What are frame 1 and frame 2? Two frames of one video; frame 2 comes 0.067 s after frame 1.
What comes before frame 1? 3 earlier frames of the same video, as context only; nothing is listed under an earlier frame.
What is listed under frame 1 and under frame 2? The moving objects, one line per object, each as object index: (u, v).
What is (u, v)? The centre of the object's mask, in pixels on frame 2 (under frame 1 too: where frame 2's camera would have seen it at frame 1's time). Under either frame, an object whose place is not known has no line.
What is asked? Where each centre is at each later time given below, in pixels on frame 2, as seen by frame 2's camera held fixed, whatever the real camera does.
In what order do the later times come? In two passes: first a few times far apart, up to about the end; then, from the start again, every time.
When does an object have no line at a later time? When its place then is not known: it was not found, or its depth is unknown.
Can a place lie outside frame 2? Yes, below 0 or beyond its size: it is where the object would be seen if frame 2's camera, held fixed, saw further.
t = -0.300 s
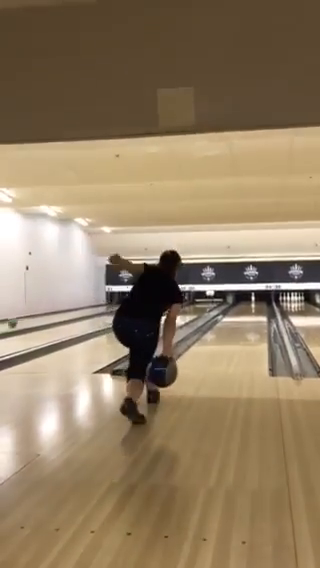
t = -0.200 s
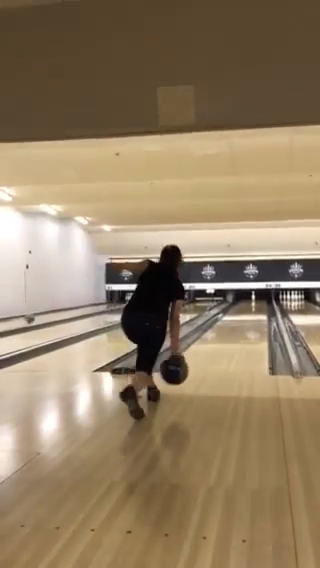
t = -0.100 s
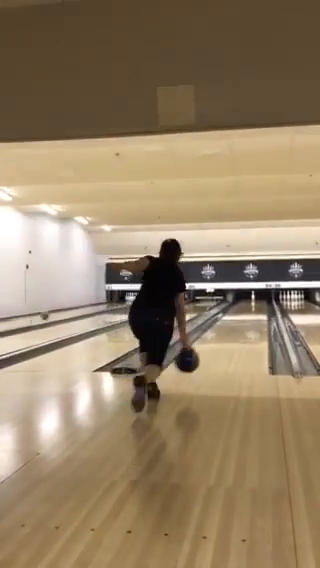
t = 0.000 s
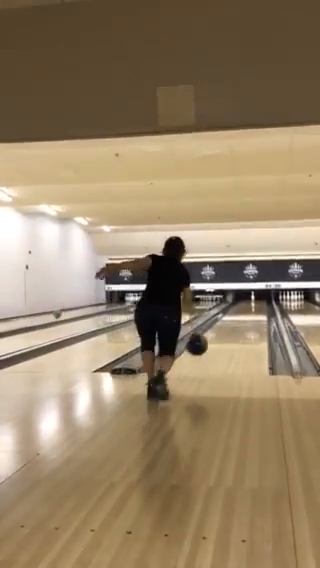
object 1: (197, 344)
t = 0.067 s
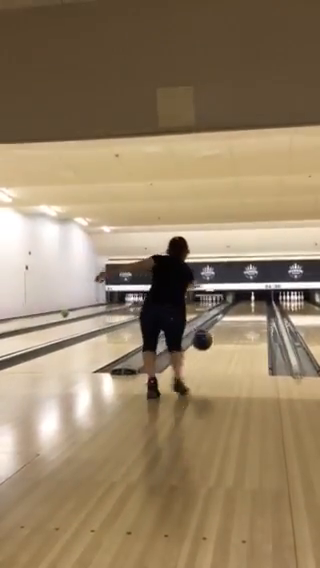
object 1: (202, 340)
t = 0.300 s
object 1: (216, 346)
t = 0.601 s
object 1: (228, 334)
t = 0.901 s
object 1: (236, 325)
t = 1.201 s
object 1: (242, 320)
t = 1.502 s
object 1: (247, 315)
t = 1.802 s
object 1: (250, 312)
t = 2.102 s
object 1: (255, 307)
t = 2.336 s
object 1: (254, 306)
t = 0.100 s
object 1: (205, 339)
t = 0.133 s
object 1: (206, 340)
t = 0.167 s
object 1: (209, 341)
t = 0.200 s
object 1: (211, 343)
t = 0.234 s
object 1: (213, 346)
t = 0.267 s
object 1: (215, 349)
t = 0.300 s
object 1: (216, 346)
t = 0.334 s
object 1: (218, 345)
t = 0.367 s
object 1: (220, 343)
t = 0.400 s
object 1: (221, 342)
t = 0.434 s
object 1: (222, 340)
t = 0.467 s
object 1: (224, 339)
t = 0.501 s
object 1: (225, 337)
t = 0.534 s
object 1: (226, 336)
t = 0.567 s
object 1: (227, 335)
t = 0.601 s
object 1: (228, 334)
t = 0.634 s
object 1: (230, 333)
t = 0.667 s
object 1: (231, 332)
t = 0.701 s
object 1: (231, 331)
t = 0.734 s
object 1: (232, 330)
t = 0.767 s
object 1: (233, 329)
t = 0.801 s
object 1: (234, 328)
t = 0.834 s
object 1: (235, 327)
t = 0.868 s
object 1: (236, 325)
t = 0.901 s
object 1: (236, 325)
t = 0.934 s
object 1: (237, 324)
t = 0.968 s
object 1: (238, 324)
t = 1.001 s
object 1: (238, 323)
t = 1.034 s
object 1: (239, 322)
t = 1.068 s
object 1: (239, 321)
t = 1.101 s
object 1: (240, 321)
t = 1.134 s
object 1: (241, 320)
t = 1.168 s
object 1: (241, 320)
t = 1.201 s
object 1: (242, 320)
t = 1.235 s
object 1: (242, 320)
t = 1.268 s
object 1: (243, 319)
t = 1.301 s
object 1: (243, 318)
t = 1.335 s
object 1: (244, 318)
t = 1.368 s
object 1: (245, 317)
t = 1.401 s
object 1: (245, 317)
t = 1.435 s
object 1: (246, 317)
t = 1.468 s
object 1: (246, 316)
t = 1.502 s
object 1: (247, 315)
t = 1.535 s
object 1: (247, 315)
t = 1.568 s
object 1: (247, 314)
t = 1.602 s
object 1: (247, 314)
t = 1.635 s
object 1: (248, 314)
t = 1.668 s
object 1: (248, 314)
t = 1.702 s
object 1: (248, 314)
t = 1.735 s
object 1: (249, 314)
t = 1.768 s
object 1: (250, 313)
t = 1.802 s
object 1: (250, 312)
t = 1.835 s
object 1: (251, 312)
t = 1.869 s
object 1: (252, 311)
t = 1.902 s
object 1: (254, 310)
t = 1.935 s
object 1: (254, 310)
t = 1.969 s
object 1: (254, 310)
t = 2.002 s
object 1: (254, 310)
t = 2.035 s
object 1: (254, 308)
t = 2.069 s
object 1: (255, 308)
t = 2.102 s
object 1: (255, 307)
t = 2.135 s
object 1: (255, 307)
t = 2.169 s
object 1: (254, 306)
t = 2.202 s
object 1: (254, 306)
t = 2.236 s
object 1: (254, 306)
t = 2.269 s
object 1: (254, 306)
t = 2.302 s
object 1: (254, 306)
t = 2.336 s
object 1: (254, 306)
